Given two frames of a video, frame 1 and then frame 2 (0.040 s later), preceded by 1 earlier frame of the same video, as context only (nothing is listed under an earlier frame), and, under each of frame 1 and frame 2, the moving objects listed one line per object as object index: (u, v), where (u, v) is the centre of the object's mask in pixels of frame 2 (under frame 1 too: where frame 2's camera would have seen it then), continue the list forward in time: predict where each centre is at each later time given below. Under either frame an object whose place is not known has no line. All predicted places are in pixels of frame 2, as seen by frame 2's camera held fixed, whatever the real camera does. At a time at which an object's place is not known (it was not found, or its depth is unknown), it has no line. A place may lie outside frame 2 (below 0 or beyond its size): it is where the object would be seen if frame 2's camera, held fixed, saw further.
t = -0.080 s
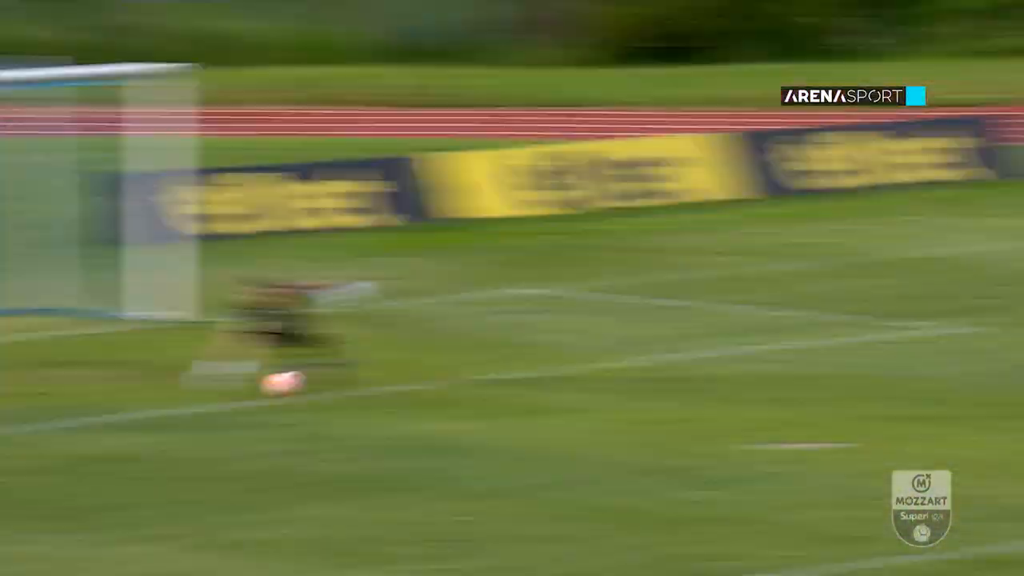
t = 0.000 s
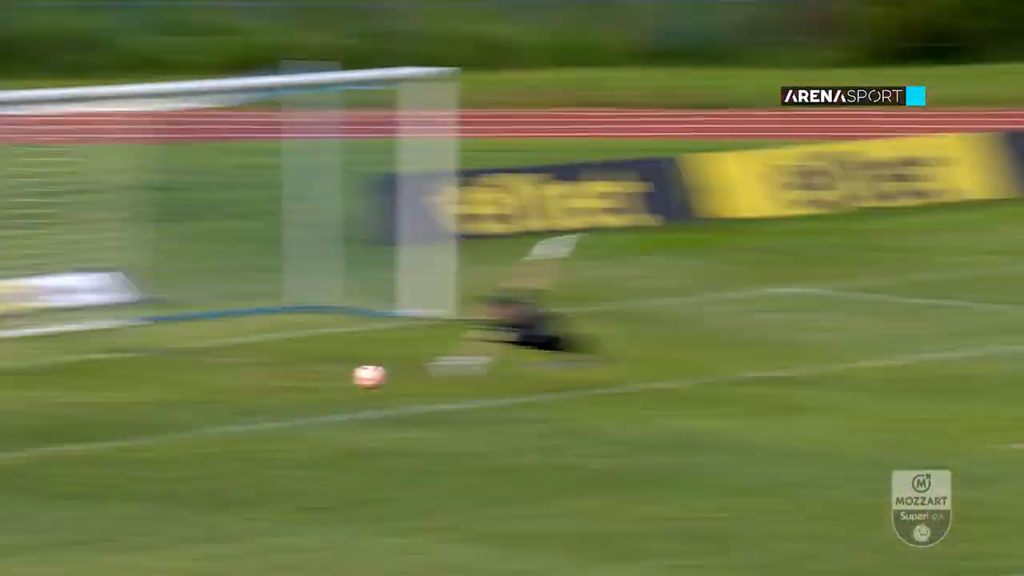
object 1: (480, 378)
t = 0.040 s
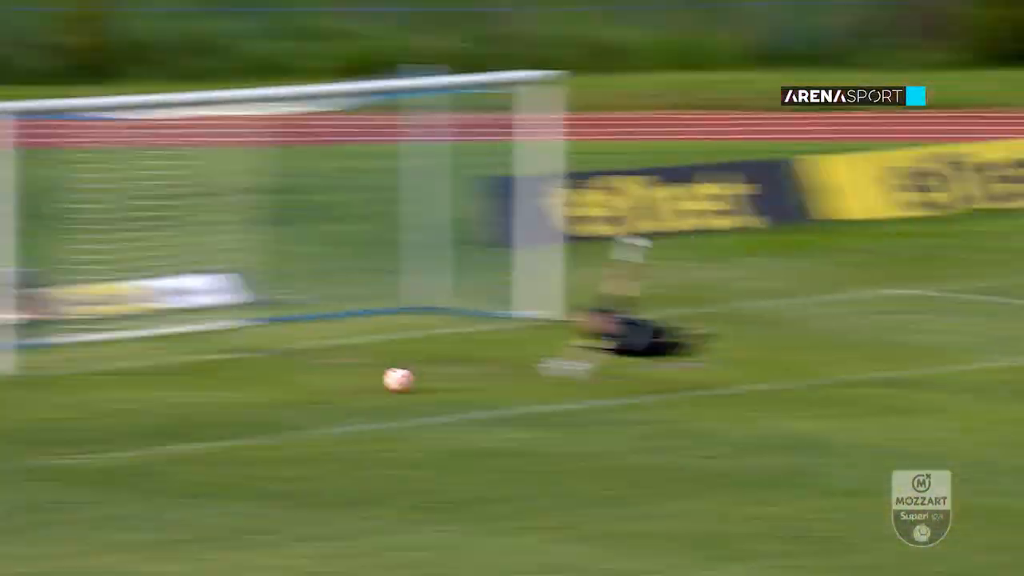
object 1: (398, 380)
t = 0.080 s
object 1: (326, 373)
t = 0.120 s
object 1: (263, 354)
